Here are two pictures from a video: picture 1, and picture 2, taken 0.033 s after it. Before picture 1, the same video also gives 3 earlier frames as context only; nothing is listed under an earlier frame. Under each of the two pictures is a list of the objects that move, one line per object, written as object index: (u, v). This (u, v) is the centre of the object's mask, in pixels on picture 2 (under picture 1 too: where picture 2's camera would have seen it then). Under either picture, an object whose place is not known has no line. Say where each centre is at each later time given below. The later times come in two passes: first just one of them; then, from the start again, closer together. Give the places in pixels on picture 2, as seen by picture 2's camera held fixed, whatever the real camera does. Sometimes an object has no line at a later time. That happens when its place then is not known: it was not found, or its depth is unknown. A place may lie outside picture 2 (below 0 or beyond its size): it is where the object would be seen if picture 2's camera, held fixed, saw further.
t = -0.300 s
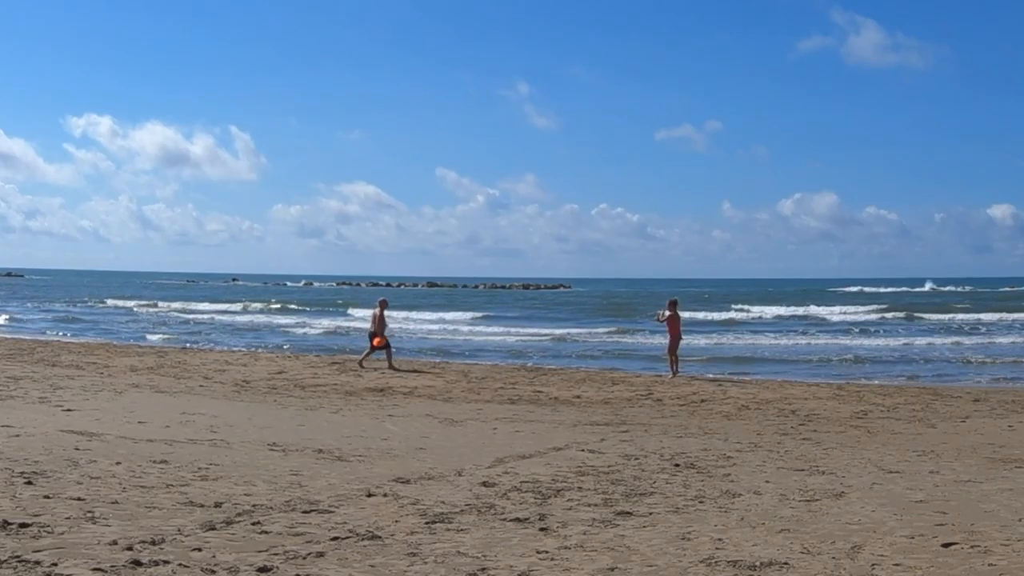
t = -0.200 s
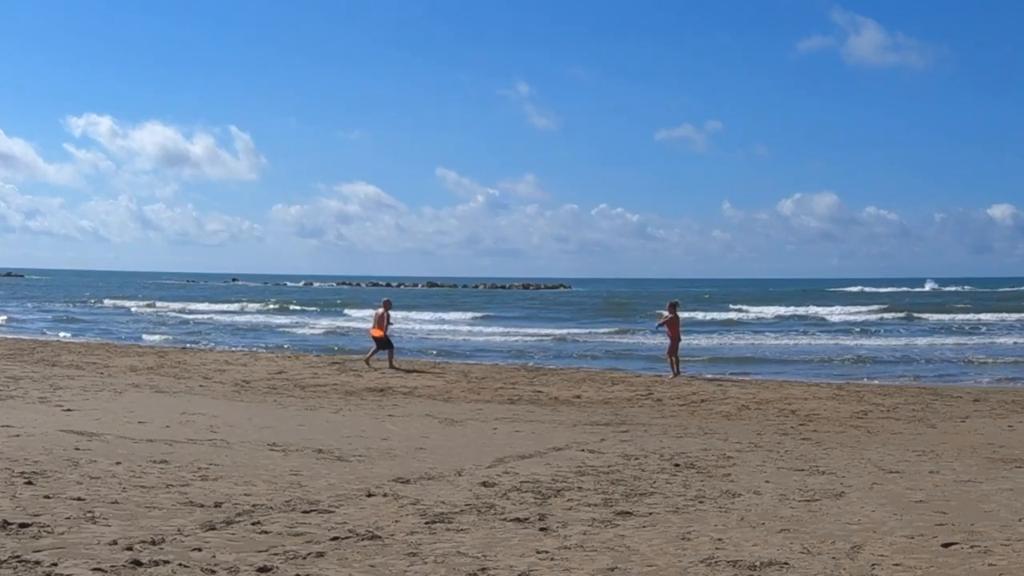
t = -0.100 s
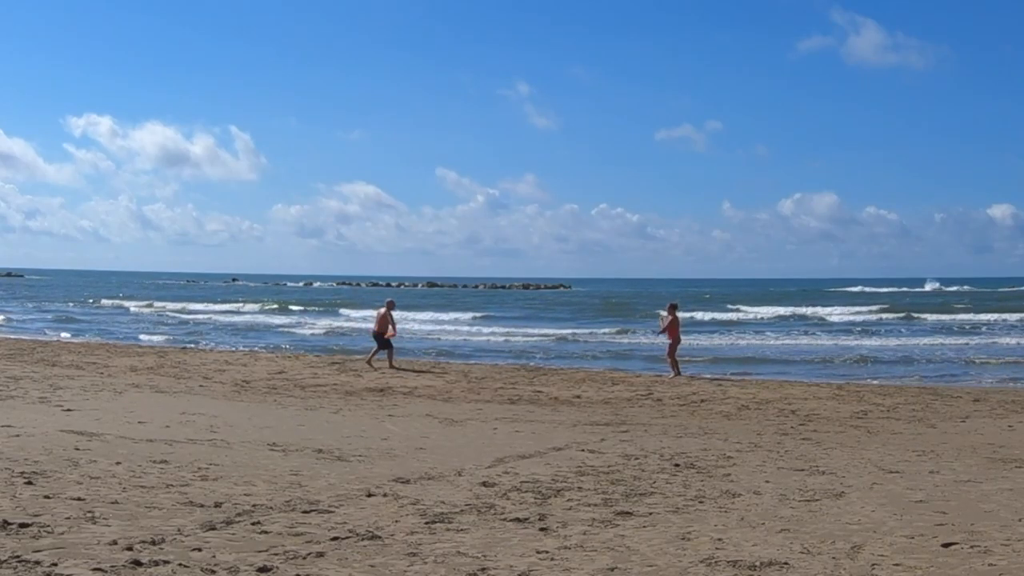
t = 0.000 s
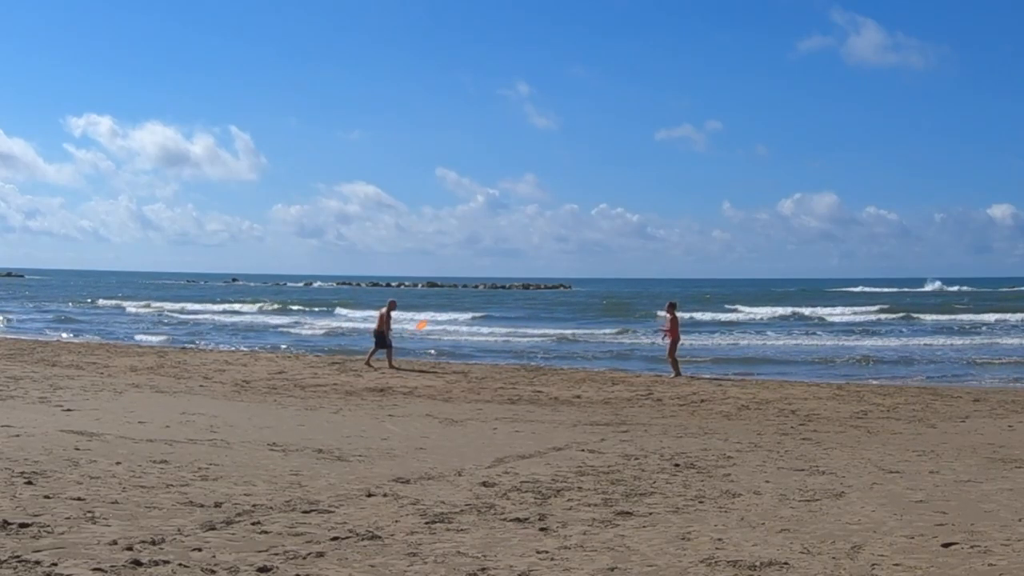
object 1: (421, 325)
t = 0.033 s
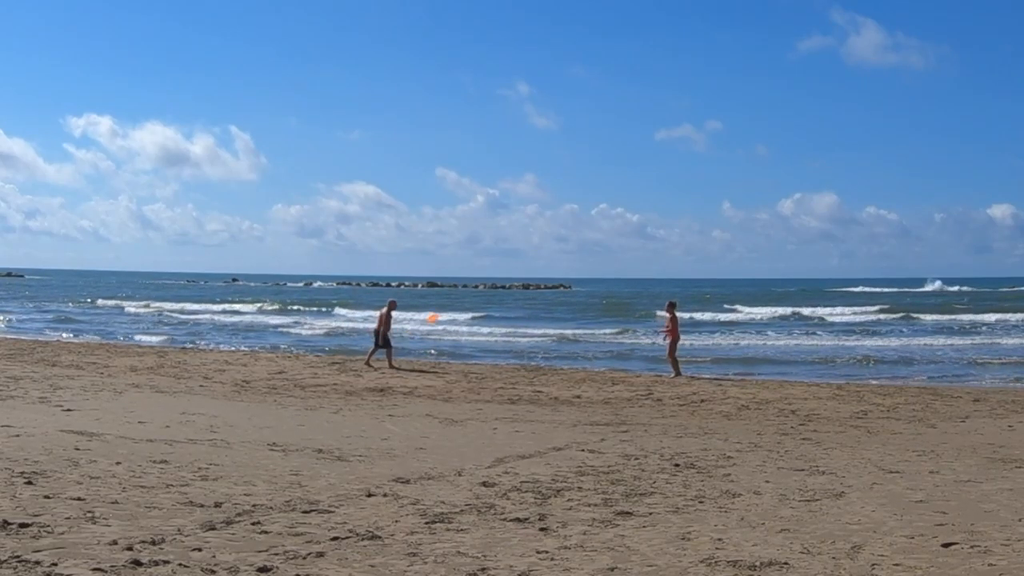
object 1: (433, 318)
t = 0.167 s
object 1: (478, 292)
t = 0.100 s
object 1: (455, 305)
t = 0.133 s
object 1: (466, 299)
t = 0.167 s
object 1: (478, 292)
